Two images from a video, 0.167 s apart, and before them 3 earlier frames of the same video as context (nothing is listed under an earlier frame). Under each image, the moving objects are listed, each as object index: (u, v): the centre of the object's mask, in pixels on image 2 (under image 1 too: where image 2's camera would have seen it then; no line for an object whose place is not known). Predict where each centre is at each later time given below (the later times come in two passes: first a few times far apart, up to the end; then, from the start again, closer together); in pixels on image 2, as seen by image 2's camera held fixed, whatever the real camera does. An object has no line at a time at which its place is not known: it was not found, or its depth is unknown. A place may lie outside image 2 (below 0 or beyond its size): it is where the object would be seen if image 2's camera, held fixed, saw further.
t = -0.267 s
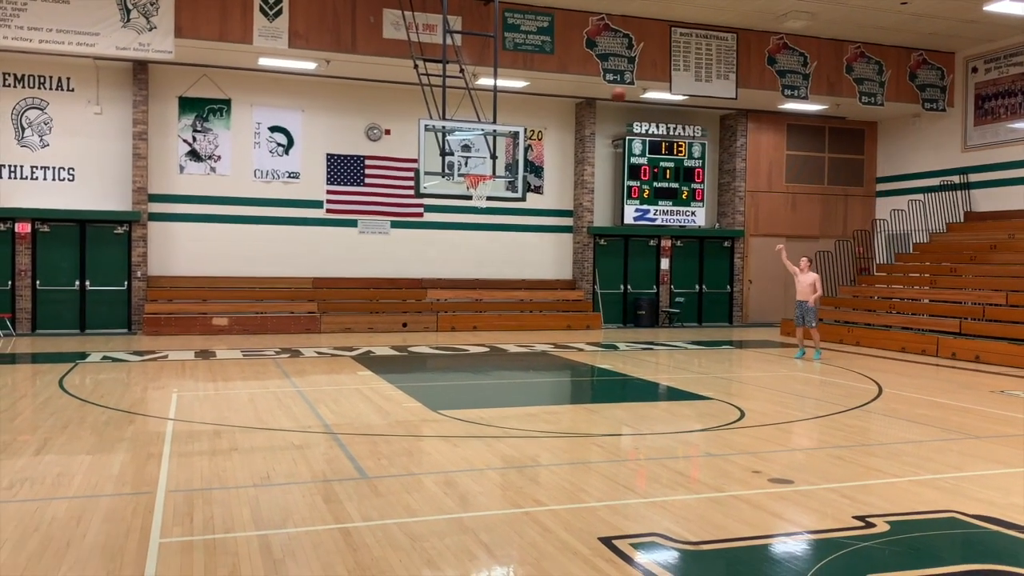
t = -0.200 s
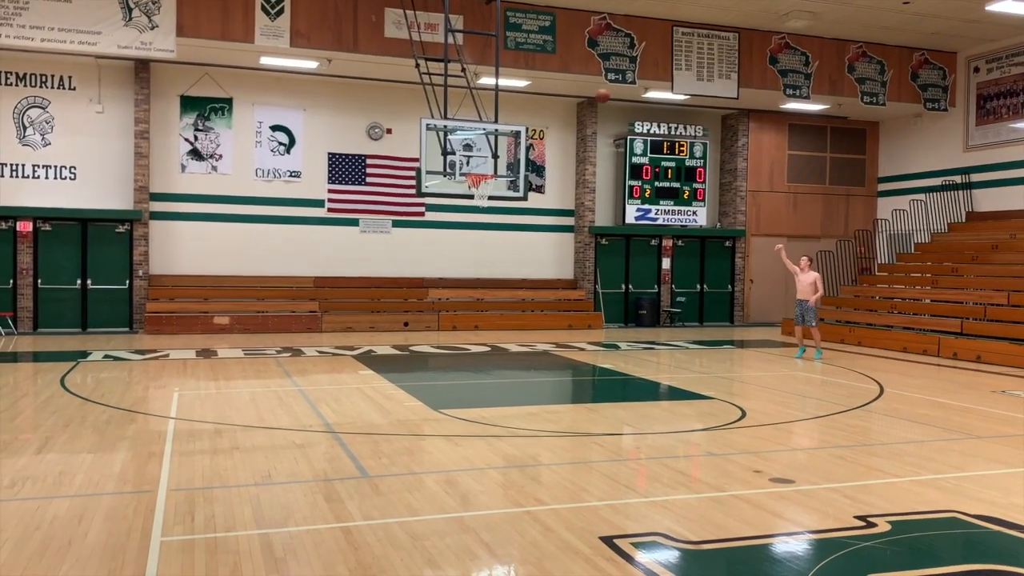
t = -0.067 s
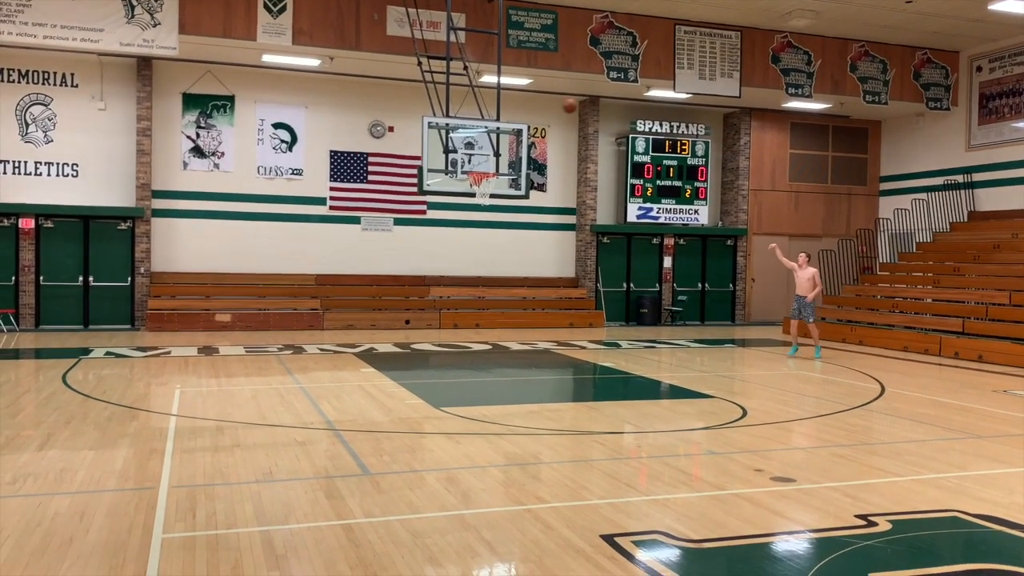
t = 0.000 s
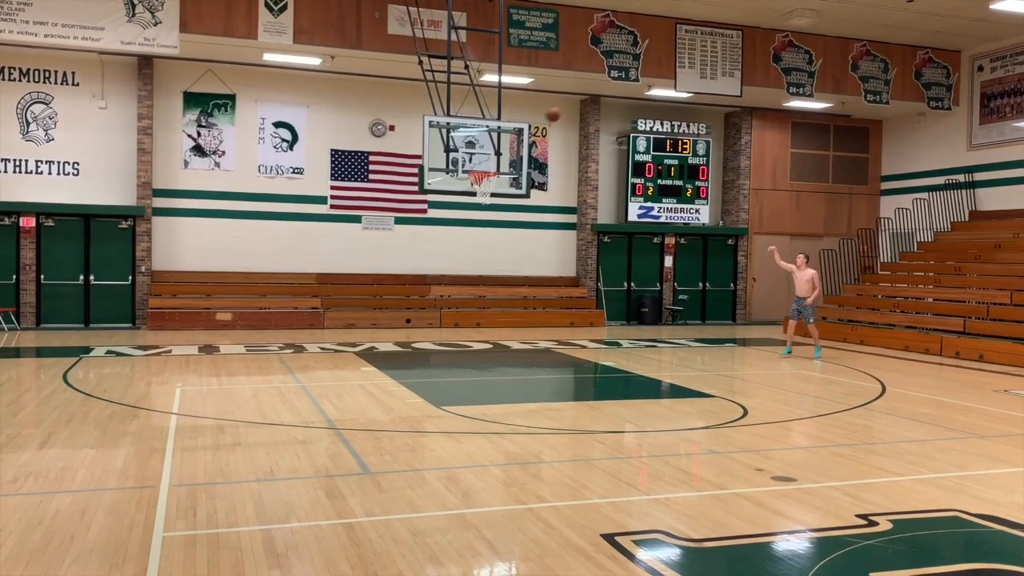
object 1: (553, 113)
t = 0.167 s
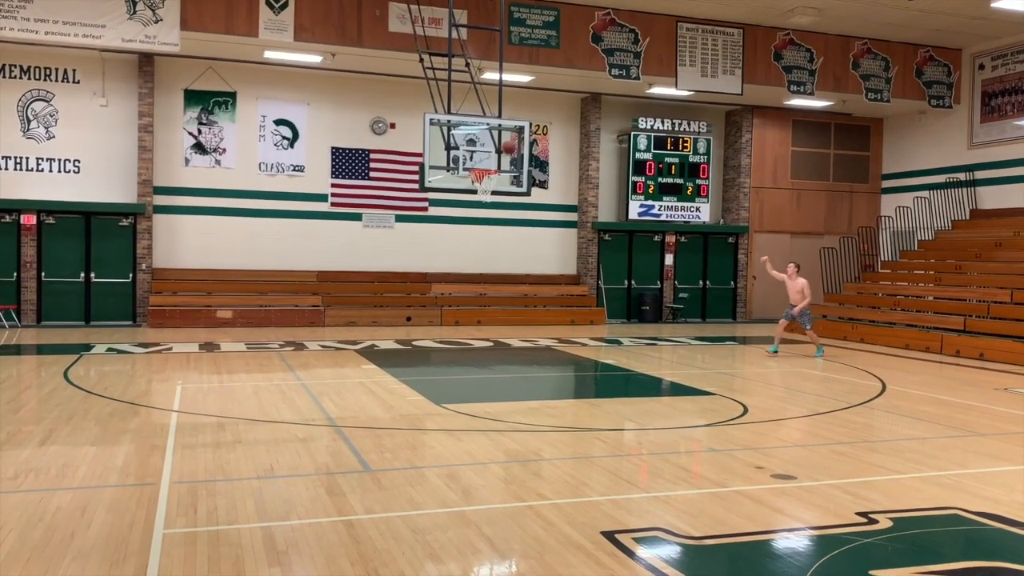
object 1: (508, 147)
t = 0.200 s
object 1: (499, 156)
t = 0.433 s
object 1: (457, 197)
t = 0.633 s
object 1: (433, 233)
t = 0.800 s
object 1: (414, 280)
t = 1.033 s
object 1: (392, 338)
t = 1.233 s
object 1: (401, 288)
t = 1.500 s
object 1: (410, 261)
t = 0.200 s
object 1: (499, 156)
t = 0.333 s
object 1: (468, 188)
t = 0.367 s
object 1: (465, 190)
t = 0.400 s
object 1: (460, 193)
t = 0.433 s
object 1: (457, 197)
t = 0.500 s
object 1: (449, 206)
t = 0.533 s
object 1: (445, 211)
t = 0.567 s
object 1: (441, 218)
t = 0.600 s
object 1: (437, 225)
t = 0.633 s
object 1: (433, 233)
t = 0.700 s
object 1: (425, 250)
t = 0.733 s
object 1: (421, 260)
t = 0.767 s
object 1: (418, 270)
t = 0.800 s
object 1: (414, 280)
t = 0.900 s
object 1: (400, 320)
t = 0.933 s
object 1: (397, 332)
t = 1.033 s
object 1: (392, 338)
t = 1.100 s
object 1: (394, 320)
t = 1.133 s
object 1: (396, 311)
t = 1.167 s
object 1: (398, 303)
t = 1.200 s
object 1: (399, 295)
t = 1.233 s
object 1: (401, 288)
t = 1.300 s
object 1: (402, 278)
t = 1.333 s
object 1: (404, 273)
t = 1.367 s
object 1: (405, 269)
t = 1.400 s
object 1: (406, 266)
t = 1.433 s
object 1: (407, 264)
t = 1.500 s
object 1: (410, 261)
